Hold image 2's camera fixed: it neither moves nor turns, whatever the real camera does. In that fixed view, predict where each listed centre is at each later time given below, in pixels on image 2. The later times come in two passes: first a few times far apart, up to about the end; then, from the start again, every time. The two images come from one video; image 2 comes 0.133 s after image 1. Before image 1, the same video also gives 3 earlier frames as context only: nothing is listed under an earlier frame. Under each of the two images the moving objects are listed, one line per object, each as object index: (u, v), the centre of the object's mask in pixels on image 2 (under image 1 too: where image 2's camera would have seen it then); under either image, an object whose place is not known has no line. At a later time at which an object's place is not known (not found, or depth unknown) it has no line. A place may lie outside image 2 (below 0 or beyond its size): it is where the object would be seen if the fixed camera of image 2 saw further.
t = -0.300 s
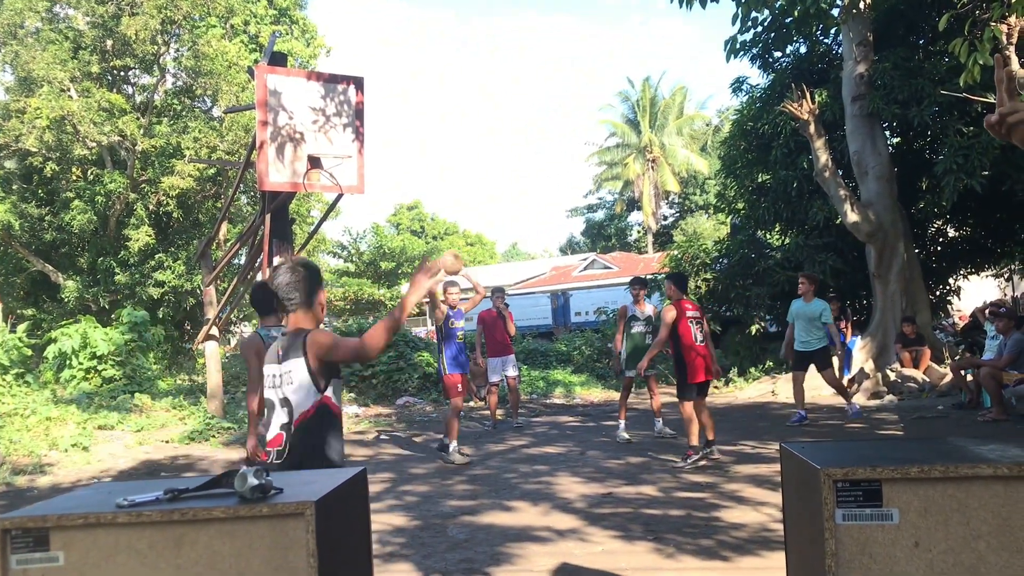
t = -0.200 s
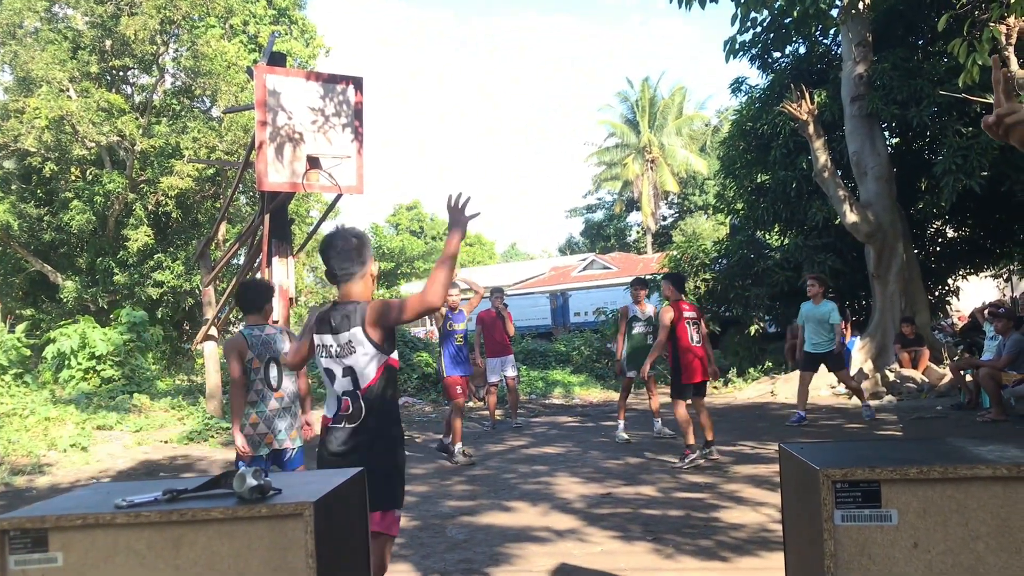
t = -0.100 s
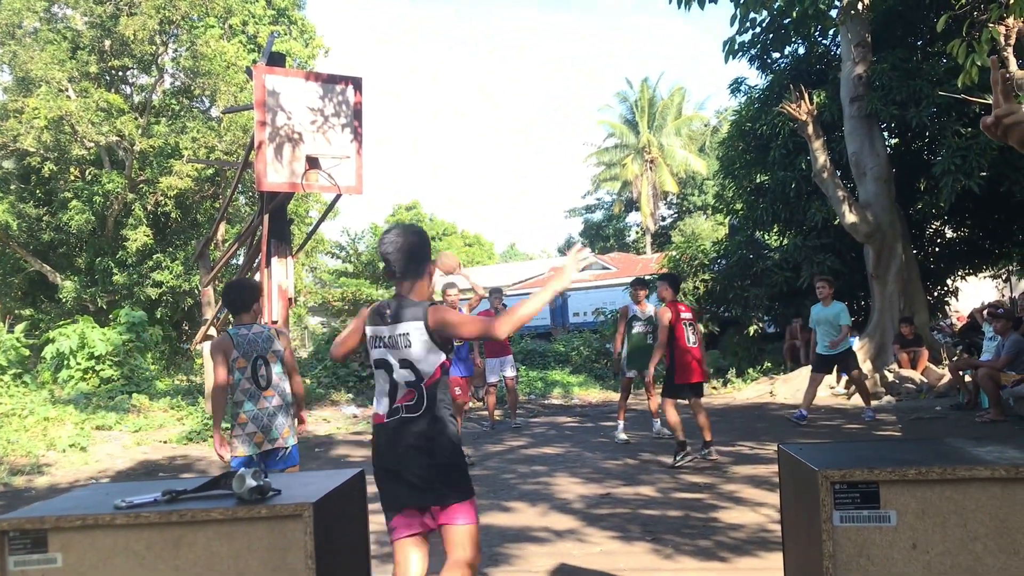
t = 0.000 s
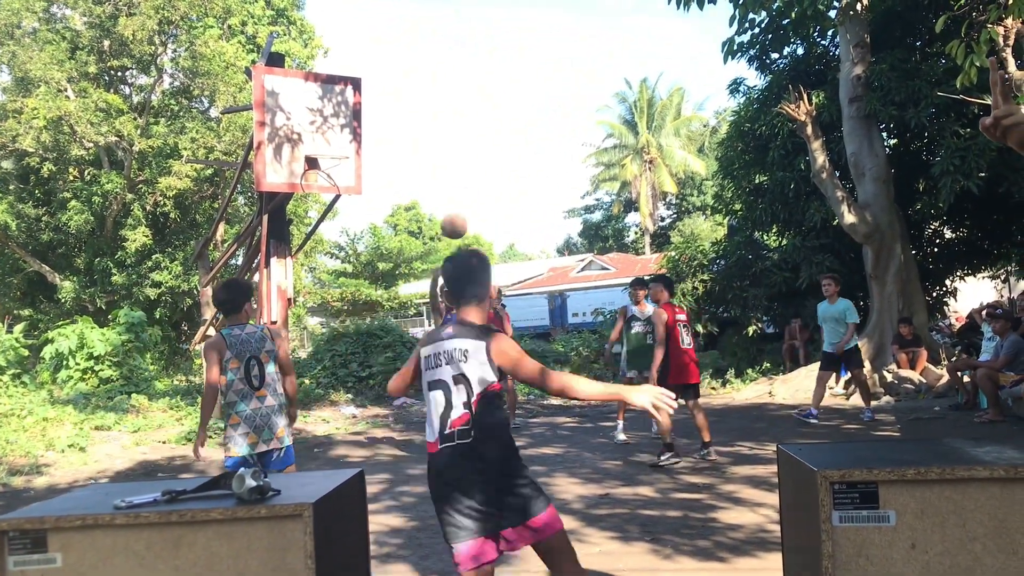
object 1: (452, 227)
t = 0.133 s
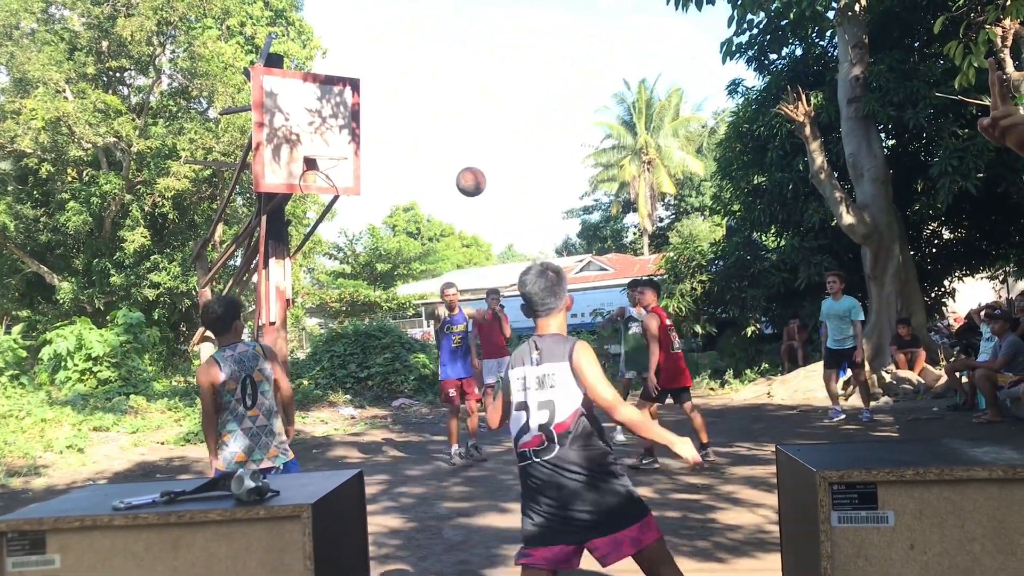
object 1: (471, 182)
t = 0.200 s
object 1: (483, 164)
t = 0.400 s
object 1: (539, 135)
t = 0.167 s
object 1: (477, 172)
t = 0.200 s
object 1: (483, 164)
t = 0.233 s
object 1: (490, 156)
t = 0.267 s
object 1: (498, 149)
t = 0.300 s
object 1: (507, 143)
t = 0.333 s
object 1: (516, 139)
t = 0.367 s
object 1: (527, 136)
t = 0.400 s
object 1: (539, 135)
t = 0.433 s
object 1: (552, 136)
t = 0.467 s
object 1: (567, 139)
